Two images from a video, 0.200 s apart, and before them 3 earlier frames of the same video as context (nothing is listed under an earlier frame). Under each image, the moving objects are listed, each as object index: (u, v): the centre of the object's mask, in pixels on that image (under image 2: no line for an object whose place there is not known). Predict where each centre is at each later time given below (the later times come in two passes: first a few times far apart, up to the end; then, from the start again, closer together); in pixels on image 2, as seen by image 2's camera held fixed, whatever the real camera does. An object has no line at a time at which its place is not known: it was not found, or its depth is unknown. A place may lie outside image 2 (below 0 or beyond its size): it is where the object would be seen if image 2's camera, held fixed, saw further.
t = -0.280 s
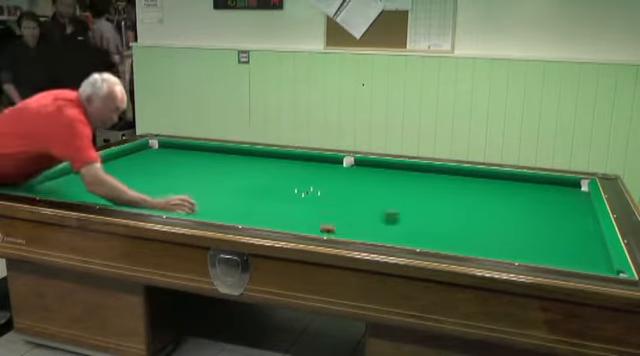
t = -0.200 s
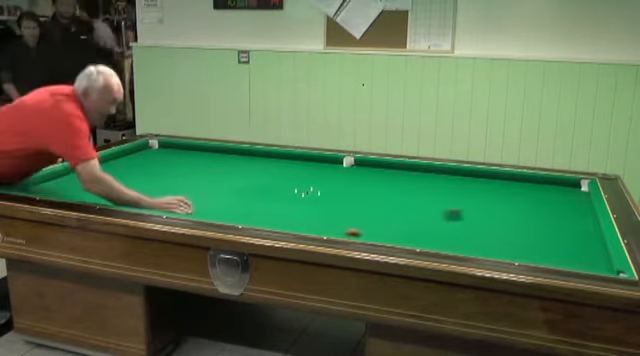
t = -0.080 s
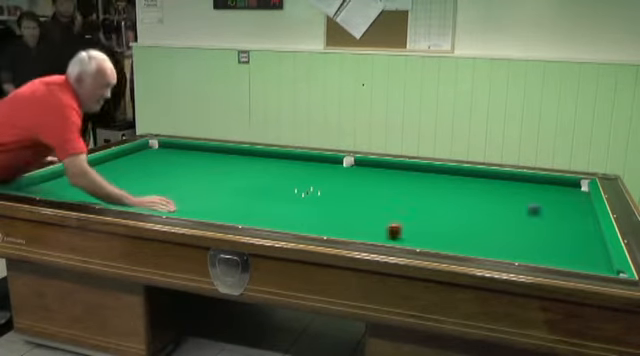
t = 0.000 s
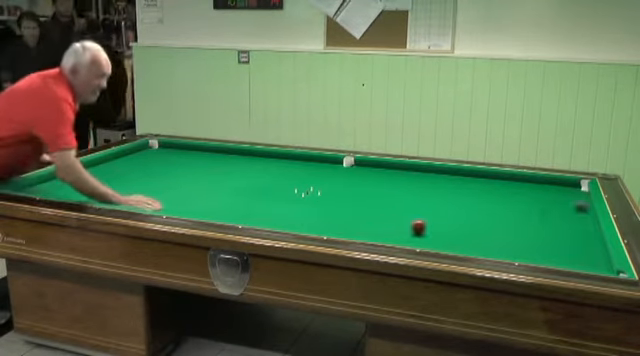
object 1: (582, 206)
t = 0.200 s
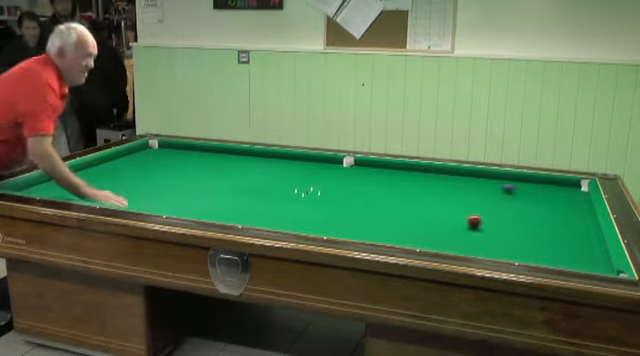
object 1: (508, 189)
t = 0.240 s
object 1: (492, 186)
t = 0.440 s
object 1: (429, 172)
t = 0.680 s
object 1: (363, 167)
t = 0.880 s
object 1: (312, 166)
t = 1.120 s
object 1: (250, 164)
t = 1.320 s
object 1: (200, 163)
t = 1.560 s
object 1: (143, 162)
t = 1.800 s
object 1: (111, 162)
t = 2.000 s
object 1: (124, 169)
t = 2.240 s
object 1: (136, 178)
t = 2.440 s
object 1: (146, 185)
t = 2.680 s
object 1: (161, 196)
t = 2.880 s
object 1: (174, 205)
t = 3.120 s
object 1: (192, 213)
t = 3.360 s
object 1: (227, 217)
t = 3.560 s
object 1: (260, 219)
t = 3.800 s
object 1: (299, 220)
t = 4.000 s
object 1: (331, 220)
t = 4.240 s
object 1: (368, 220)
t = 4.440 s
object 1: (397, 220)
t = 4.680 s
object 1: (432, 219)
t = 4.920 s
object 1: (465, 219)
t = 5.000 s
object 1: (475, 219)
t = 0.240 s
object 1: (492, 186)
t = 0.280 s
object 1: (478, 182)
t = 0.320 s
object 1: (464, 180)
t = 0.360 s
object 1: (451, 176)
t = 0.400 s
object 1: (439, 174)
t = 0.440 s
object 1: (429, 172)
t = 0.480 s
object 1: (421, 171)
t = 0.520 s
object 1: (404, 168)
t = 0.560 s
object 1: (394, 169)
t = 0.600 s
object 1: (384, 167)
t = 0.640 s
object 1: (374, 167)
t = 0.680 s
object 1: (363, 167)
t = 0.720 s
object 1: (352, 168)
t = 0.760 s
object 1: (344, 168)
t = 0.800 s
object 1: (333, 165)
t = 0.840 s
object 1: (322, 166)
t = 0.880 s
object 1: (312, 166)
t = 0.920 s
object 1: (301, 165)
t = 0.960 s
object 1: (291, 165)
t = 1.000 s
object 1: (280, 165)
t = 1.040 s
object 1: (271, 165)
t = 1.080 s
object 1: (261, 165)
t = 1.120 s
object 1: (250, 164)
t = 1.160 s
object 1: (240, 164)
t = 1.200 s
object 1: (230, 164)
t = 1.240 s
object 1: (220, 164)
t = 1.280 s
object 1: (210, 163)
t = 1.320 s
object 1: (200, 163)
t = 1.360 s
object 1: (191, 163)
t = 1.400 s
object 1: (181, 163)
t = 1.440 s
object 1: (171, 163)
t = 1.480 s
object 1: (162, 163)
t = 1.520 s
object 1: (152, 162)
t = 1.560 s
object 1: (143, 162)
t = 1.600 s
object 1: (134, 162)
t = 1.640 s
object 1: (124, 161)
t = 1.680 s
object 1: (116, 161)
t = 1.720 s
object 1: (107, 160)
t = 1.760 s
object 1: (108, 161)
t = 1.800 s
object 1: (111, 162)
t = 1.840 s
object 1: (114, 164)
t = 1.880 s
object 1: (118, 165)
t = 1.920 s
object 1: (119, 167)
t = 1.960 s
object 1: (122, 168)
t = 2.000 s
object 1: (124, 169)
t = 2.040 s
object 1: (126, 171)
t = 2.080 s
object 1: (128, 172)
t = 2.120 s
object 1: (129, 173)
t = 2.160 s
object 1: (131, 174)
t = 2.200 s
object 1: (134, 176)
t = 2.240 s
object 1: (136, 178)
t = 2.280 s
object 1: (138, 179)
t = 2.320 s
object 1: (140, 181)
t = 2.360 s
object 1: (142, 182)
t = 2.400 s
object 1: (144, 184)
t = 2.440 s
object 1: (146, 185)
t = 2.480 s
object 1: (149, 187)
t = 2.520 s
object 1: (151, 188)
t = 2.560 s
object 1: (153, 190)
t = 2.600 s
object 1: (156, 192)
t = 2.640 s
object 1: (158, 194)
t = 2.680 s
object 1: (161, 196)
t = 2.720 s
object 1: (164, 198)
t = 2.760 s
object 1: (166, 199)
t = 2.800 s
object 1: (169, 201)
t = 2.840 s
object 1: (171, 204)
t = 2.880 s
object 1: (174, 205)
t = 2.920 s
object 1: (177, 207)
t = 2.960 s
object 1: (180, 208)
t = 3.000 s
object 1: (183, 209)
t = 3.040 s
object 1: (185, 211)
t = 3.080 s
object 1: (188, 212)
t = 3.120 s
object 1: (192, 213)
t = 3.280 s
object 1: (214, 216)
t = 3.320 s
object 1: (221, 217)
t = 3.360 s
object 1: (227, 217)
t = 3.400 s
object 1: (234, 218)
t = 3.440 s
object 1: (240, 219)
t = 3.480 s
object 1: (247, 219)
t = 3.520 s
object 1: (253, 219)
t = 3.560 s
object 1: (260, 219)
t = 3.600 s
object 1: (266, 219)
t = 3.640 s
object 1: (273, 219)
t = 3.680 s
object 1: (279, 220)
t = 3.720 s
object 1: (286, 220)
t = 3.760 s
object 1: (292, 220)
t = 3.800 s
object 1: (299, 220)
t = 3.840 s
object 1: (305, 220)
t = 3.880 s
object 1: (312, 220)
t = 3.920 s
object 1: (318, 220)
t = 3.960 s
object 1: (324, 220)
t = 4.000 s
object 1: (331, 220)
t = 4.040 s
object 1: (337, 220)
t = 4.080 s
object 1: (343, 220)
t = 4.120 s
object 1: (349, 220)
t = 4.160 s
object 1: (355, 220)
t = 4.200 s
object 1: (361, 220)
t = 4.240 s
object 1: (368, 220)
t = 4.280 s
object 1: (374, 220)
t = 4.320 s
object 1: (380, 220)
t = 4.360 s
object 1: (386, 220)
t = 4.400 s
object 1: (391, 220)
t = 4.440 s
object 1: (397, 220)
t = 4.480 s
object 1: (403, 219)
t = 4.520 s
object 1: (409, 220)
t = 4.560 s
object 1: (415, 219)
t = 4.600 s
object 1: (421, 219)
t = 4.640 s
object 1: (426, 219)
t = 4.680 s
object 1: (432, 219)
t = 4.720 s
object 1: (438, 219)
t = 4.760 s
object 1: (443, 219)
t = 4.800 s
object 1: (448, 219)
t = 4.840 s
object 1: (454, 219)
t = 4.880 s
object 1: (459, 219)
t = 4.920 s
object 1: (465, 219)
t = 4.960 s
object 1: (470, 219)
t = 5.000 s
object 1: (475, 219)
